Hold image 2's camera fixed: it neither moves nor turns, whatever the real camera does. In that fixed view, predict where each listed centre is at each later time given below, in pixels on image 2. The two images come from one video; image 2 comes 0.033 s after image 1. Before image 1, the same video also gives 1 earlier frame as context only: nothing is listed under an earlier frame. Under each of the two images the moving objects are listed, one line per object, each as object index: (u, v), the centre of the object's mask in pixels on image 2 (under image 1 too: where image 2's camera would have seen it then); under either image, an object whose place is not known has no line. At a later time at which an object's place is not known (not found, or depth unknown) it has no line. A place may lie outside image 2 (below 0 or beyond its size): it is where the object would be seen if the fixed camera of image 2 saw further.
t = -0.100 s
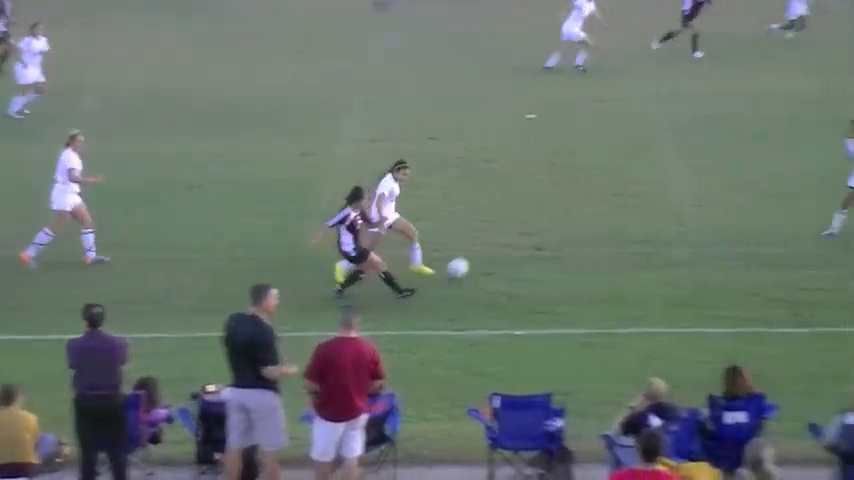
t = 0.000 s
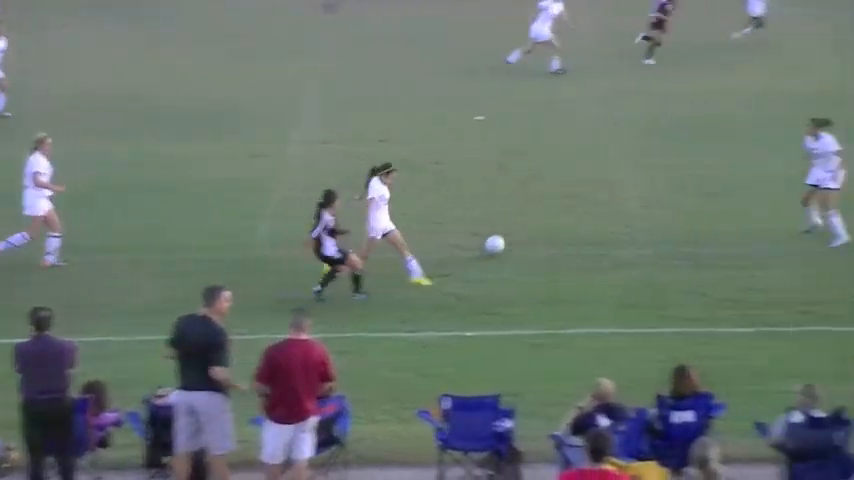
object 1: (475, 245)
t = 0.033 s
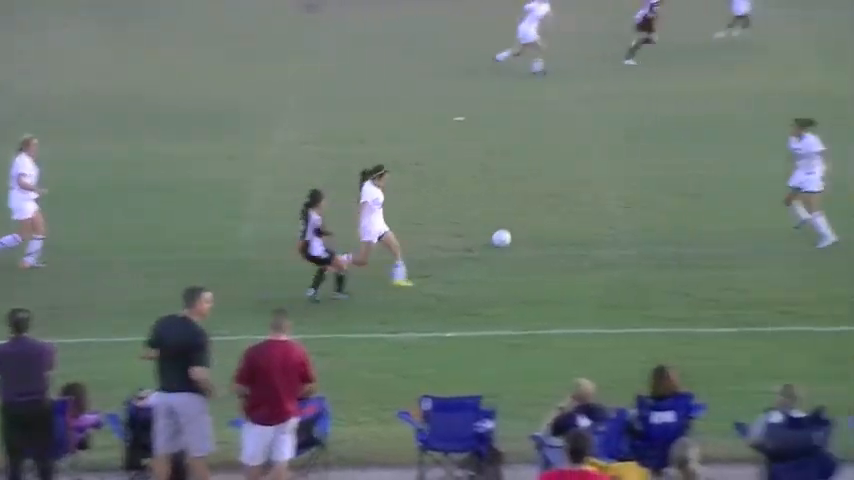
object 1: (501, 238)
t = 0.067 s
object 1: (524, 228)
